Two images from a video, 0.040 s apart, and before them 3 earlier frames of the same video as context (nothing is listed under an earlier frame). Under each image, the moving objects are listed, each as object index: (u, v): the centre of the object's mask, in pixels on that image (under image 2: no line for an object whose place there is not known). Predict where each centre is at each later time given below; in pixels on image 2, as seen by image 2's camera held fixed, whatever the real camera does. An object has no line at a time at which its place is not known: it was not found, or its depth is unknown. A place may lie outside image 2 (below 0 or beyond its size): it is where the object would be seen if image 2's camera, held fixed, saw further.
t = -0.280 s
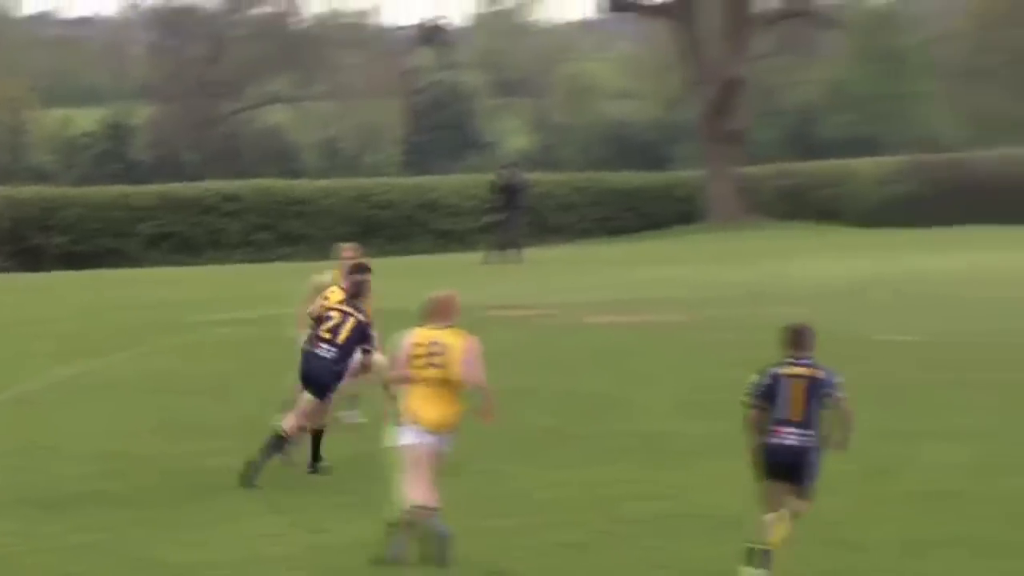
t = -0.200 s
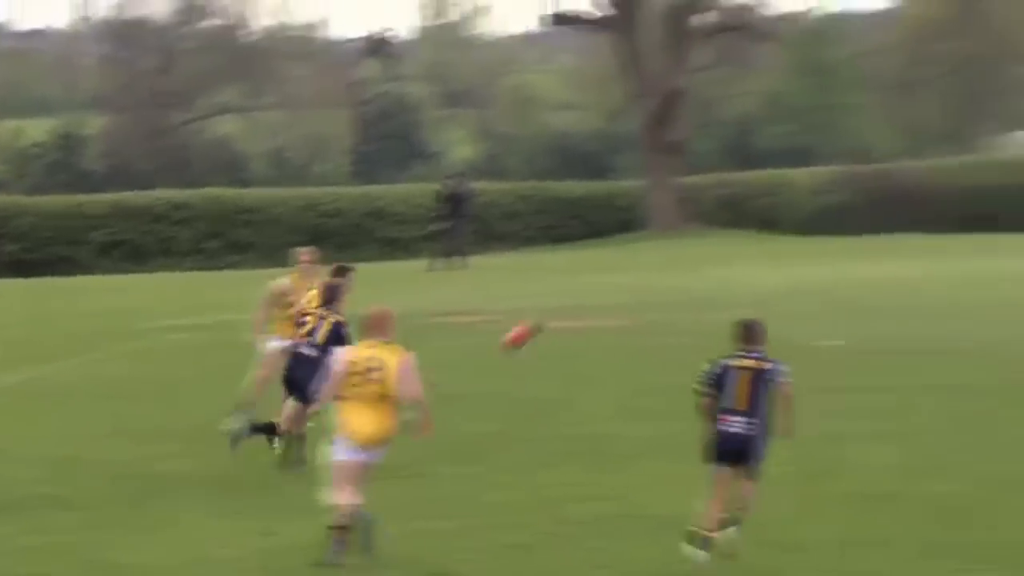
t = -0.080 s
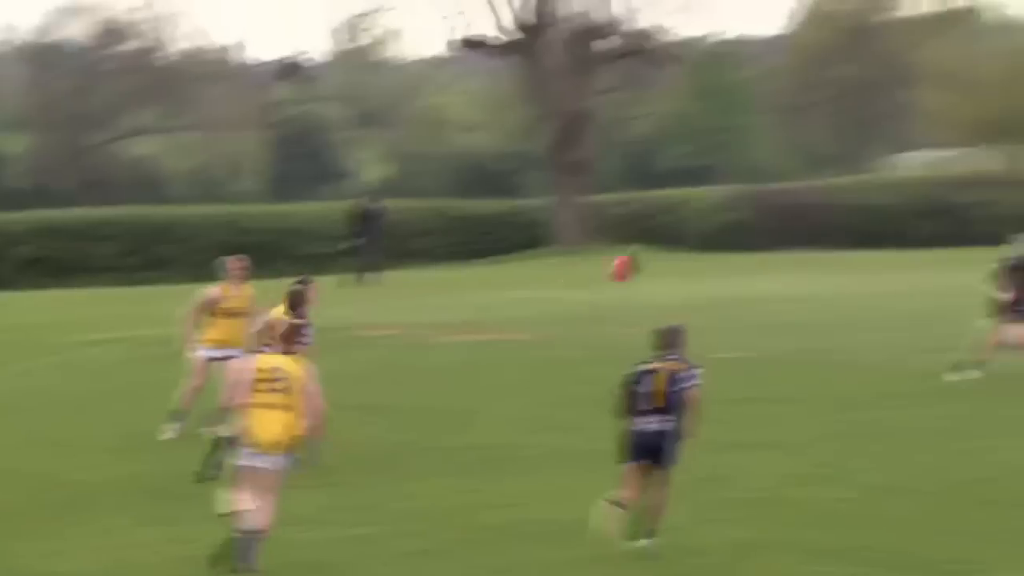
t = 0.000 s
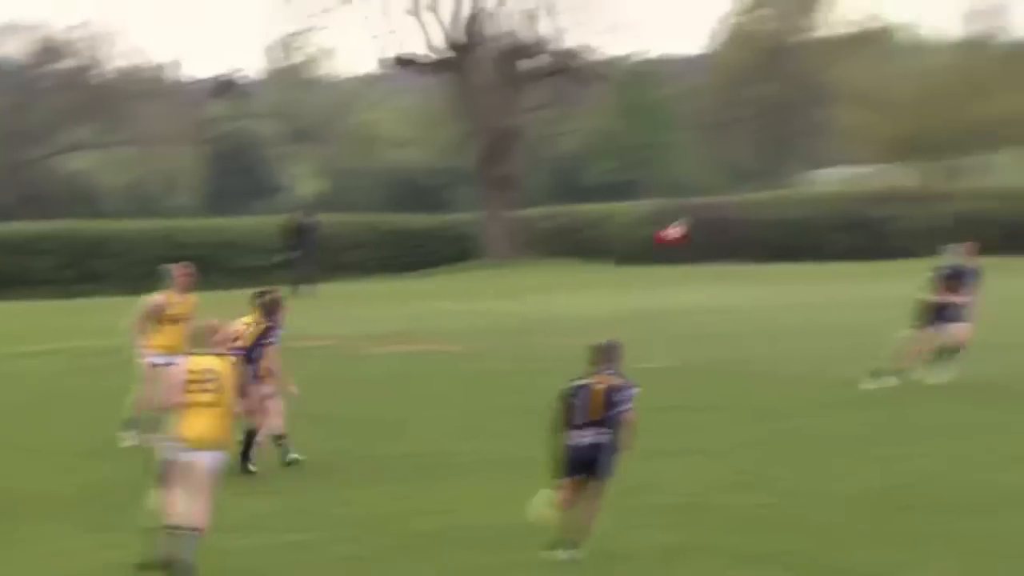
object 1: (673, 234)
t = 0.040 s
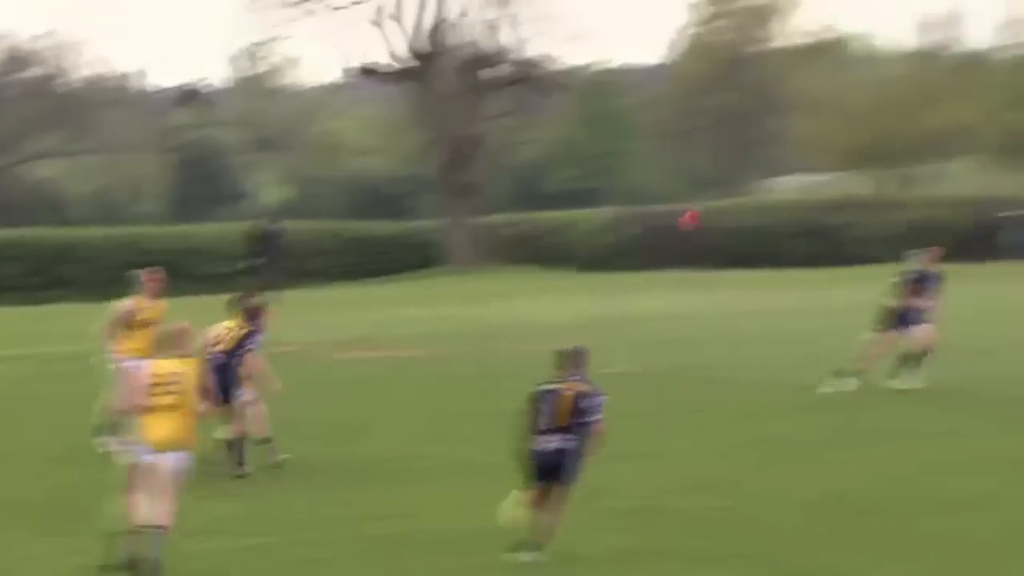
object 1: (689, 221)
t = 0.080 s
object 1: (745, 203)
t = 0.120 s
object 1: (803, 187)
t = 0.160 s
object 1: (862, 174)
